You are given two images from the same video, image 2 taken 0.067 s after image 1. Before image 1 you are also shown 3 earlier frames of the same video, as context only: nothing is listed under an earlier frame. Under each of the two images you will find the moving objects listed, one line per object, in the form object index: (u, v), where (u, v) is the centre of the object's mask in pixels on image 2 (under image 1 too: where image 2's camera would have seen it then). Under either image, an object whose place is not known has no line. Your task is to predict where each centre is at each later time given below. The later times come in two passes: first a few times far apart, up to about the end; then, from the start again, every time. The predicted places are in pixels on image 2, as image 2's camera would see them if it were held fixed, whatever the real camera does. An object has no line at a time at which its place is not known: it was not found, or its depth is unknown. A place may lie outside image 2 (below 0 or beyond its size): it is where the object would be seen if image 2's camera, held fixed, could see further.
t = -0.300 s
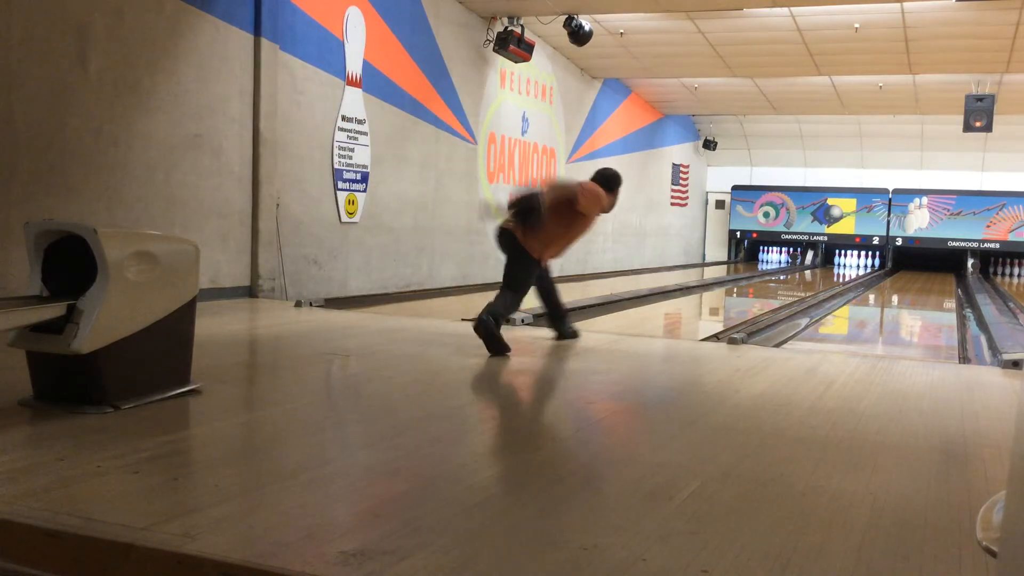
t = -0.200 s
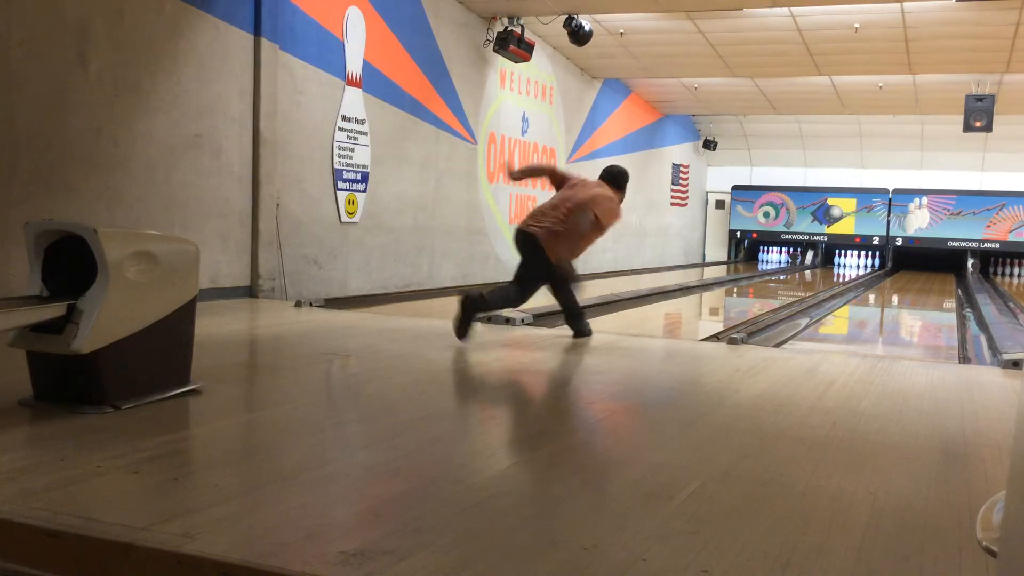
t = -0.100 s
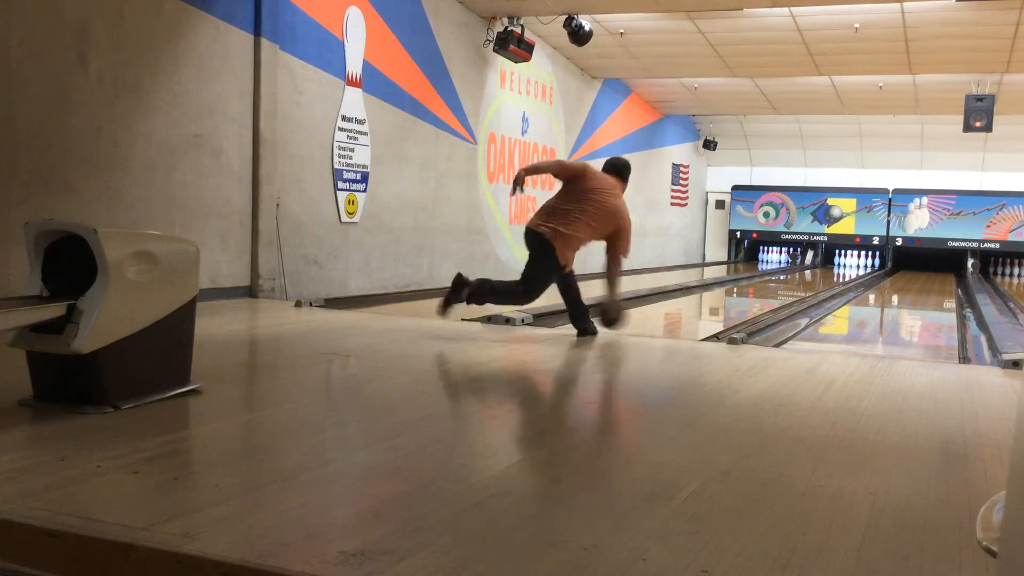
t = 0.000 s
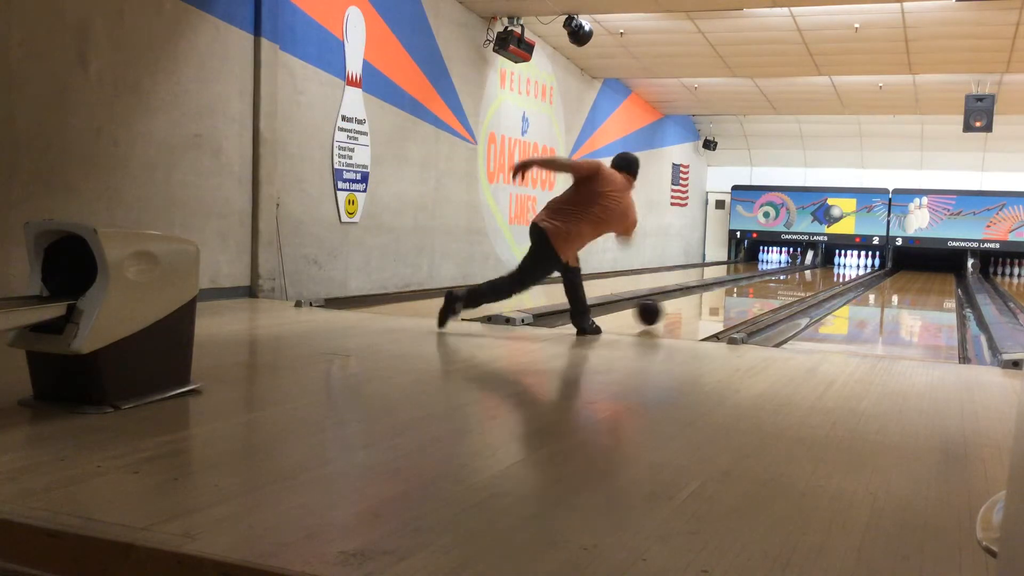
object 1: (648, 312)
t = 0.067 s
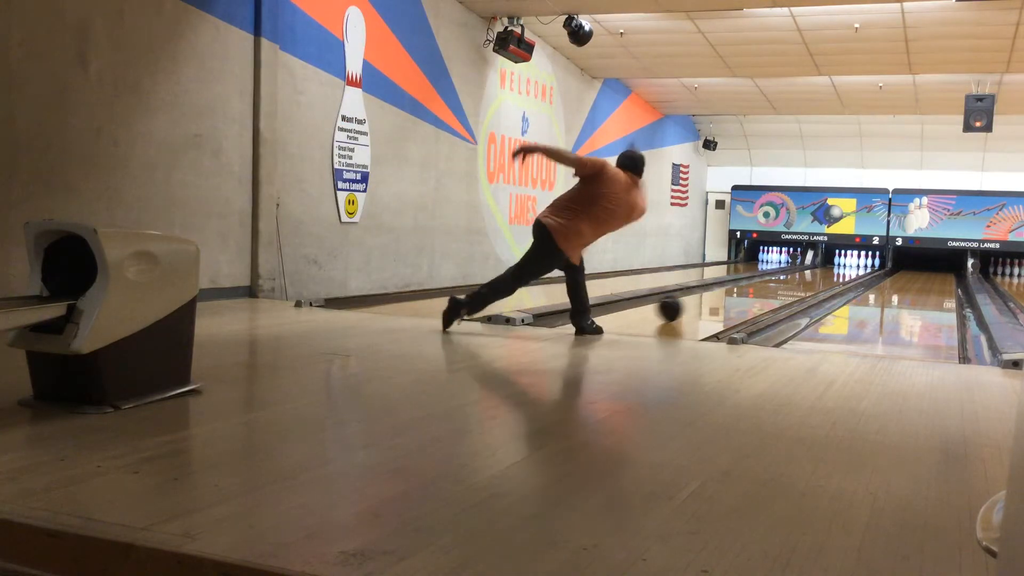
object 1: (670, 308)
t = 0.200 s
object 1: (705, 300)
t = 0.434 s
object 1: (751, 290)
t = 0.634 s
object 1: (779, 285)
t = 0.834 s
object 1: (802, 280)
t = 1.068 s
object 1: (821, 276)
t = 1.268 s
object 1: (834, 274)
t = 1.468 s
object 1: (844, 271)
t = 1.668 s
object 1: (853, 268)
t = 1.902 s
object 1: (858, 266)
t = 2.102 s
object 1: (859, 264)
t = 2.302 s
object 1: (859, 263)
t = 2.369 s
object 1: (862, 263)
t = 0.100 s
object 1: (679, 306)
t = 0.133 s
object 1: (688, 304)
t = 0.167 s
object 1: (697, 302)
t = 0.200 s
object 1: (705, 300)
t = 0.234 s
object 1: (712, 299)
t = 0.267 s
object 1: (719, 298)
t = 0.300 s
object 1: (726, 296)
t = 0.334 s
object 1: (732, 295)
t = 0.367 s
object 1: (739, 293)
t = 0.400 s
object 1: (745, 292)
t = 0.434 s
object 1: (751, 290)
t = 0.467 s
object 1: (756, 290)
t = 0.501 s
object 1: (761, 289)
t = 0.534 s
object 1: (766, 288)
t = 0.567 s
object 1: (770, 287)
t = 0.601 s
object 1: (775, 286)
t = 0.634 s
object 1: (779, 285)
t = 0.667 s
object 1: (784, 284)
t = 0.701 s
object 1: (788, 284)
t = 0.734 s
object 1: (791, 283)
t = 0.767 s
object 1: (794, 282)
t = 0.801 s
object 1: (798, 281)
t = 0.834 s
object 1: (802, 280)
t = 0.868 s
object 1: (805, 280)
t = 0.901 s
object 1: (808, 279)
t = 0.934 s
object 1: (811, 279)
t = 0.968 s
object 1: (814, 278)
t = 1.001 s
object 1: (816, 278)
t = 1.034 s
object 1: (819, 277)
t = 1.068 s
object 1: (821, 276)
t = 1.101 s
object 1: (824, 276)
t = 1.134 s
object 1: (825, 276)
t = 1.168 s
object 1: (828, 275)
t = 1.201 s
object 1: (830, 275)
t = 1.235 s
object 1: (832, 274)
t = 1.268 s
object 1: (834, 274)
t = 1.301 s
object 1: (836, 273)
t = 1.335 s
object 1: (838, 273)
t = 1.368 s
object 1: (840, 272)
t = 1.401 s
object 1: (841, 272)
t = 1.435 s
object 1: (843, 271)
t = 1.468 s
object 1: (844, 271)
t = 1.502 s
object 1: (846, 270)
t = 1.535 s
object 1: (847, 270)
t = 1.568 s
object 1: (848, 269)
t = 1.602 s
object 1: (850, 269)
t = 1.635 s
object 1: (851, 268)
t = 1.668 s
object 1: (853, 268)
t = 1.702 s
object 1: (853, 268)
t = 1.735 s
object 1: (854, 268)
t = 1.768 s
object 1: (855, 267)
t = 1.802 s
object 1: (856, 267)
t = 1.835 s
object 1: (856, 266)
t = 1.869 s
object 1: (857, 266)
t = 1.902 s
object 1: (858, 266)
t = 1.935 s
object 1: (858, 266)
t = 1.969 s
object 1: (858, 265)
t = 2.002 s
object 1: (859, 265)
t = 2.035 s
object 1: (859, 265)
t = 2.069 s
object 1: (859, 265)
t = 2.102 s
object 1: (859, 264)
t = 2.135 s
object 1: (859, 264)
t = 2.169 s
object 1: (859, 264)
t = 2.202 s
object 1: (859, 264)
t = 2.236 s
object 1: (859, 264)
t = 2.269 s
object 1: (858, 264)
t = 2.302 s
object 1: (859, 263)
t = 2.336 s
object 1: (860, 263)
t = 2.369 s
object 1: (862, 263)
